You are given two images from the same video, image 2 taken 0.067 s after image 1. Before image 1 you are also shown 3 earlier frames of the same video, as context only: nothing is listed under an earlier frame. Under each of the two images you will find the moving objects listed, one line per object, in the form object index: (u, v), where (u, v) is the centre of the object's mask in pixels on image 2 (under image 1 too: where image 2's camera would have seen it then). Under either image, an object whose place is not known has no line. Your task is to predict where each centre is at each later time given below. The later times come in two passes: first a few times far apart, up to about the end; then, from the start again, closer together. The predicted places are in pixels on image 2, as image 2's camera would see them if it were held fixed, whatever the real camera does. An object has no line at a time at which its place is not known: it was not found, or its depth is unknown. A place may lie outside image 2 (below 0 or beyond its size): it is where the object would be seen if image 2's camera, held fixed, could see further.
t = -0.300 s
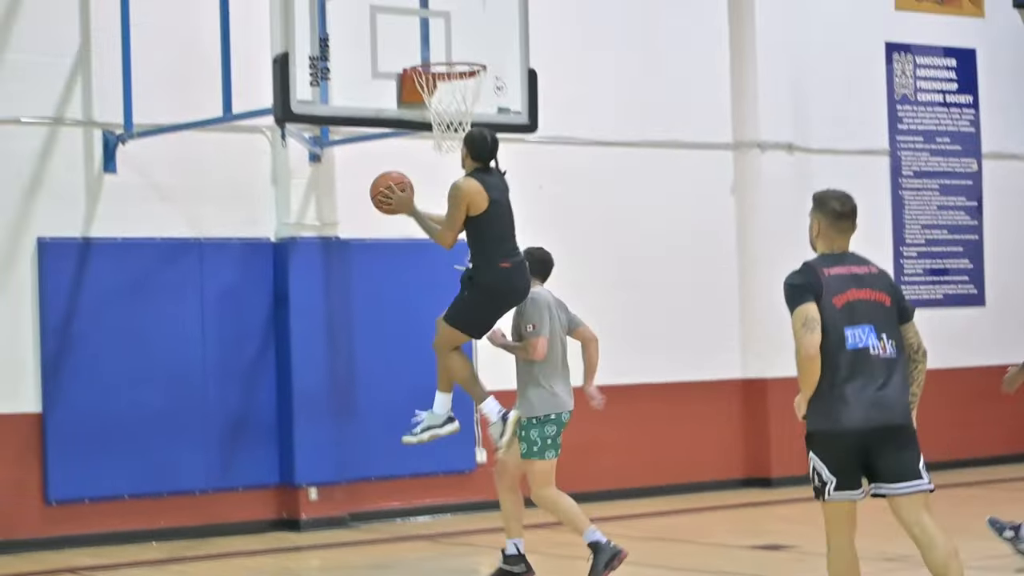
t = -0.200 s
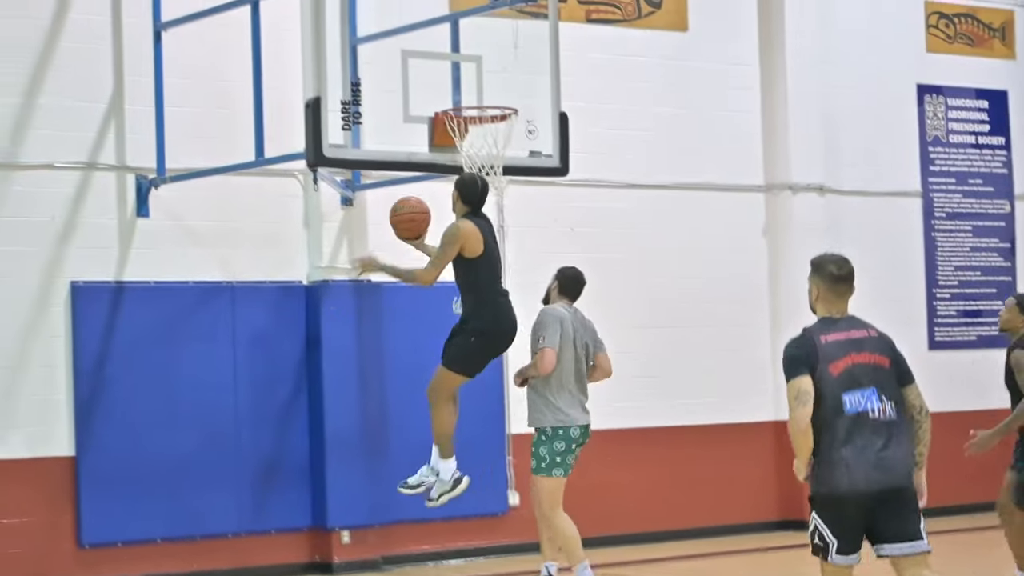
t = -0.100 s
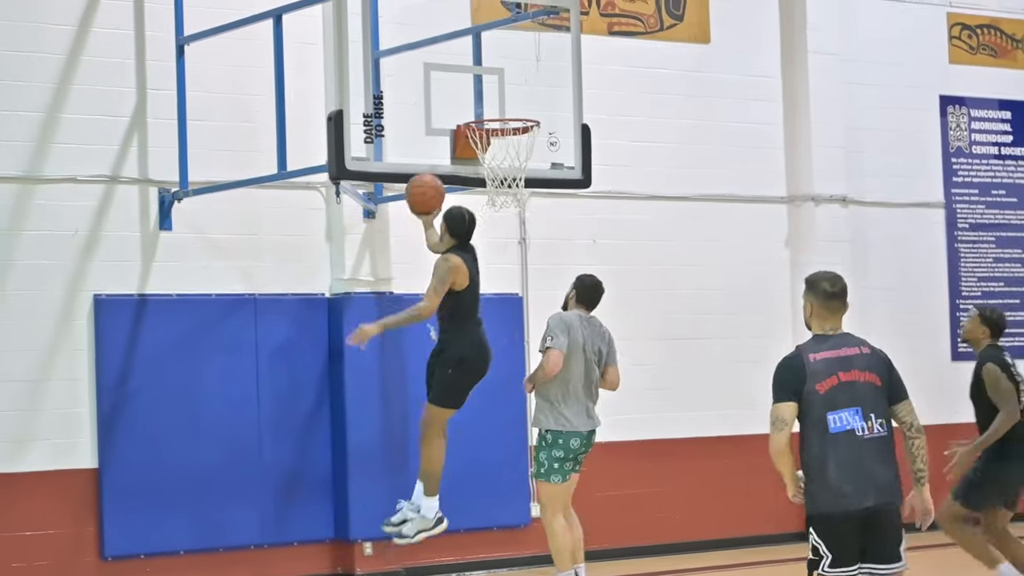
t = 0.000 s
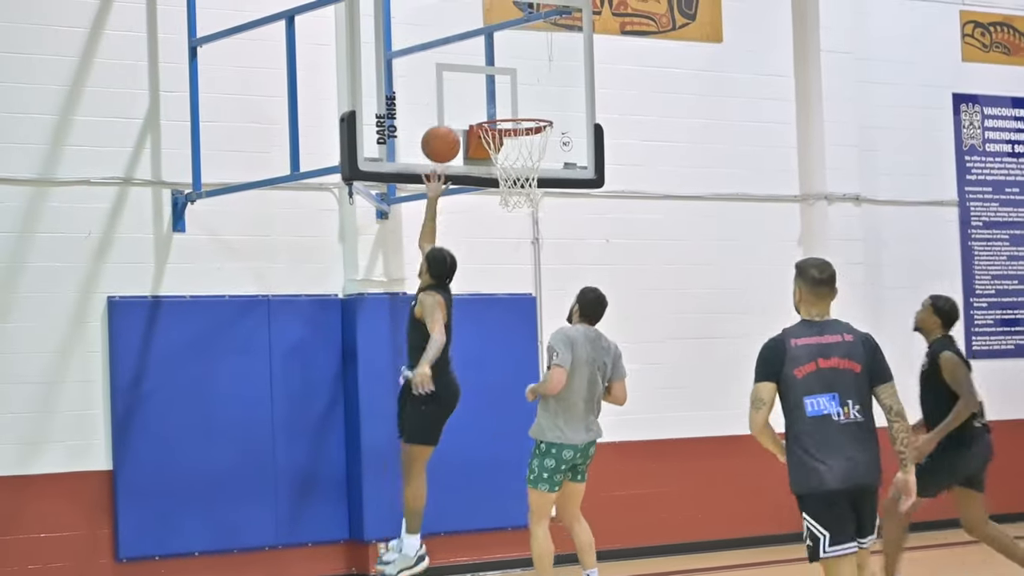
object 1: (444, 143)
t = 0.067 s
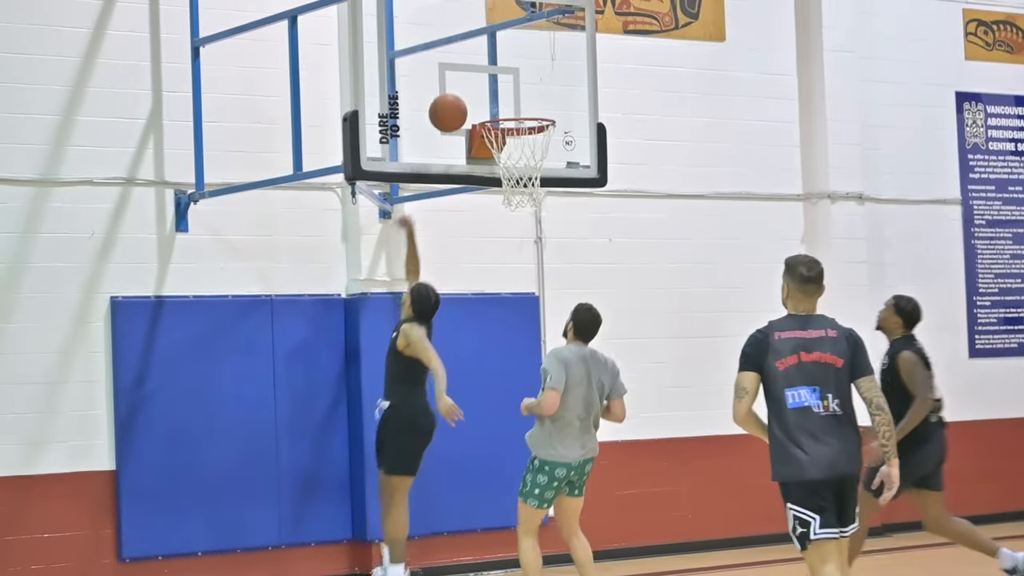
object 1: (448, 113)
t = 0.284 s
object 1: (468, 57)
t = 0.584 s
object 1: (514, 76)
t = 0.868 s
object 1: (525, 192)
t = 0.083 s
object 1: (449, 106)
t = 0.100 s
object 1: (450, 100)
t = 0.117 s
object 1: (452, 94)
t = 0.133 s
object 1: (453, 89)
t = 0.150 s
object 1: (454, 85)
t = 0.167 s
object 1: (456, 80)
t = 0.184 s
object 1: (457, 77)
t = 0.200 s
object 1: (459, 73)
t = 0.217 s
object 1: (460, 70)
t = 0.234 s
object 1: (461, 67)
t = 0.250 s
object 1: (463, 63)
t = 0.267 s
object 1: (466, 60)
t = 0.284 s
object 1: (468, 57)
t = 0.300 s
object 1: (471, 54)
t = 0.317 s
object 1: (474, 51)
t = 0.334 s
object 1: (476, 49)
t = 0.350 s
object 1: (478, 48)
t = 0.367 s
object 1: (480, 48)
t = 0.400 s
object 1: (485, 47)
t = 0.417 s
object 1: (488, 48)
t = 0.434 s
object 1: (490, 48)
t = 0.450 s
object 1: (493, 50)
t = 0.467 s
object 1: (496, 51)
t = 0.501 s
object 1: (501, 56)
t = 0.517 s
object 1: (503, 59)
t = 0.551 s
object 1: (509, 67)
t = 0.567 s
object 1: (512, 71)
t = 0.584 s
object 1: (514, 76)
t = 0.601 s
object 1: (517, 81)
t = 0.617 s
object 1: (520, 87)
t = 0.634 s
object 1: (522, 93)
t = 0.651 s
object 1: (525, 99)
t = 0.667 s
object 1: (528, 106)
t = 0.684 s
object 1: (531, 107)
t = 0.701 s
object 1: (534, 121)
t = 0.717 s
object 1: (534, 128)
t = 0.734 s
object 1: (533, 134)
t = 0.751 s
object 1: (531, 140)
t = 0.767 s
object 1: (530, 147)
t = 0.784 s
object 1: (529, 154)
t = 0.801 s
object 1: (528, 162)
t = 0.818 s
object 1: (527, 169)
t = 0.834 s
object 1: (527, 177)
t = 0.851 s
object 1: (526, 184)
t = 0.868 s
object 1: (525, 192)
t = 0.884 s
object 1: (523, 207)
